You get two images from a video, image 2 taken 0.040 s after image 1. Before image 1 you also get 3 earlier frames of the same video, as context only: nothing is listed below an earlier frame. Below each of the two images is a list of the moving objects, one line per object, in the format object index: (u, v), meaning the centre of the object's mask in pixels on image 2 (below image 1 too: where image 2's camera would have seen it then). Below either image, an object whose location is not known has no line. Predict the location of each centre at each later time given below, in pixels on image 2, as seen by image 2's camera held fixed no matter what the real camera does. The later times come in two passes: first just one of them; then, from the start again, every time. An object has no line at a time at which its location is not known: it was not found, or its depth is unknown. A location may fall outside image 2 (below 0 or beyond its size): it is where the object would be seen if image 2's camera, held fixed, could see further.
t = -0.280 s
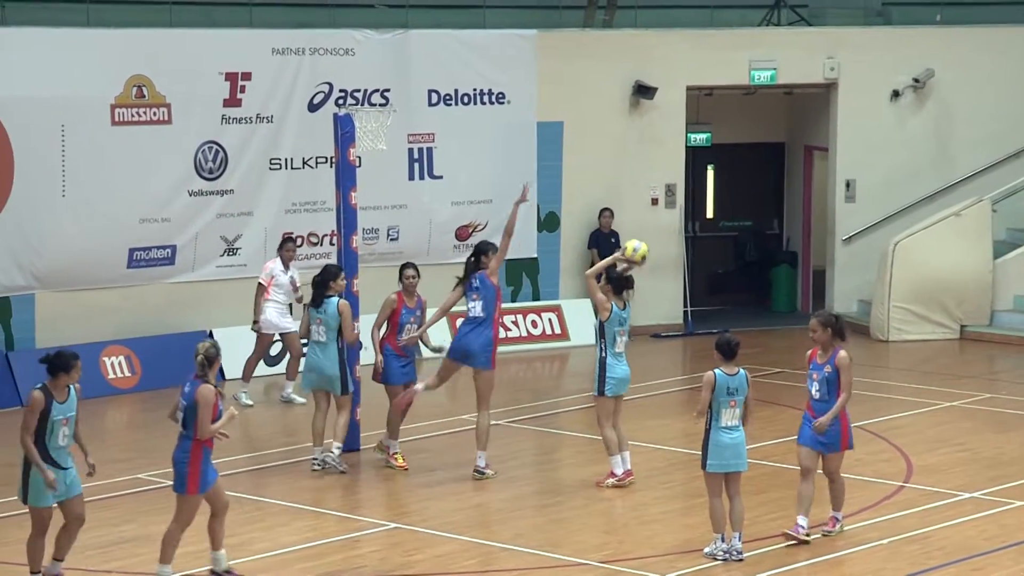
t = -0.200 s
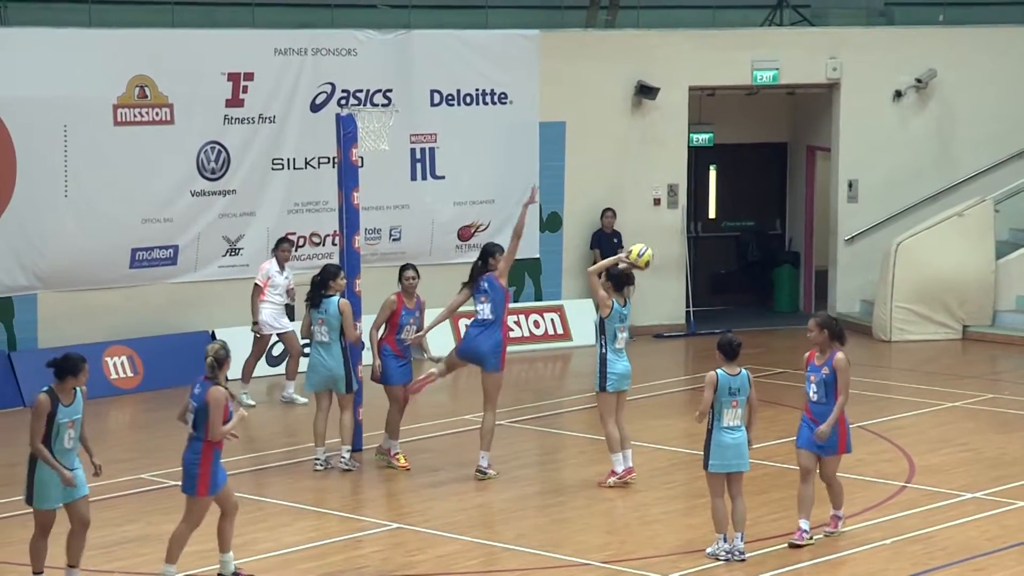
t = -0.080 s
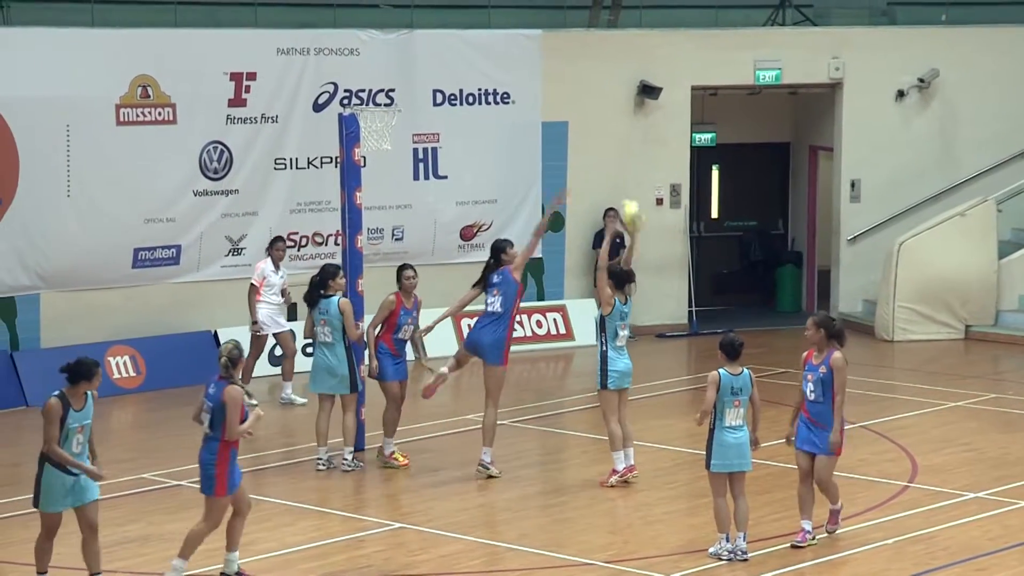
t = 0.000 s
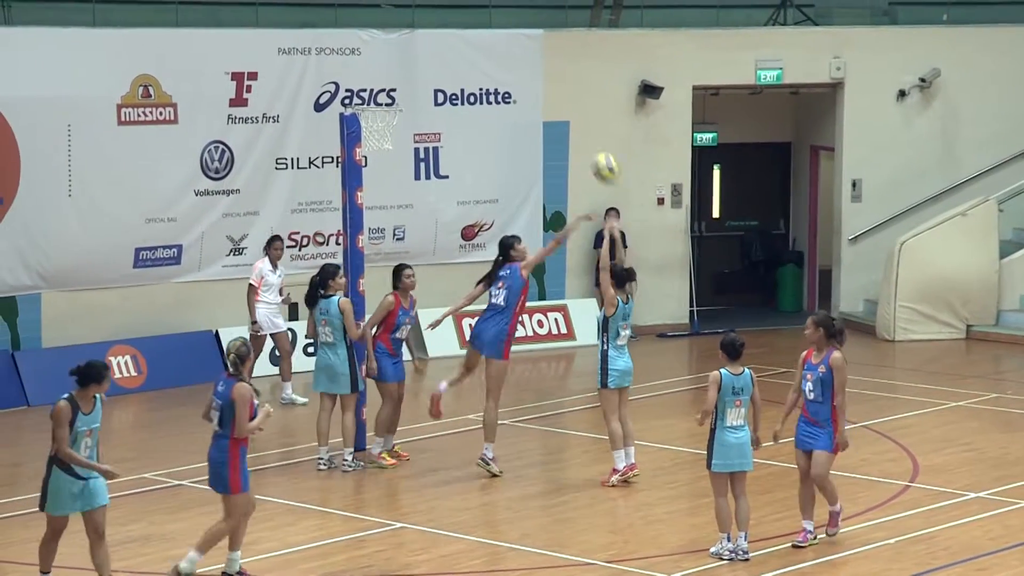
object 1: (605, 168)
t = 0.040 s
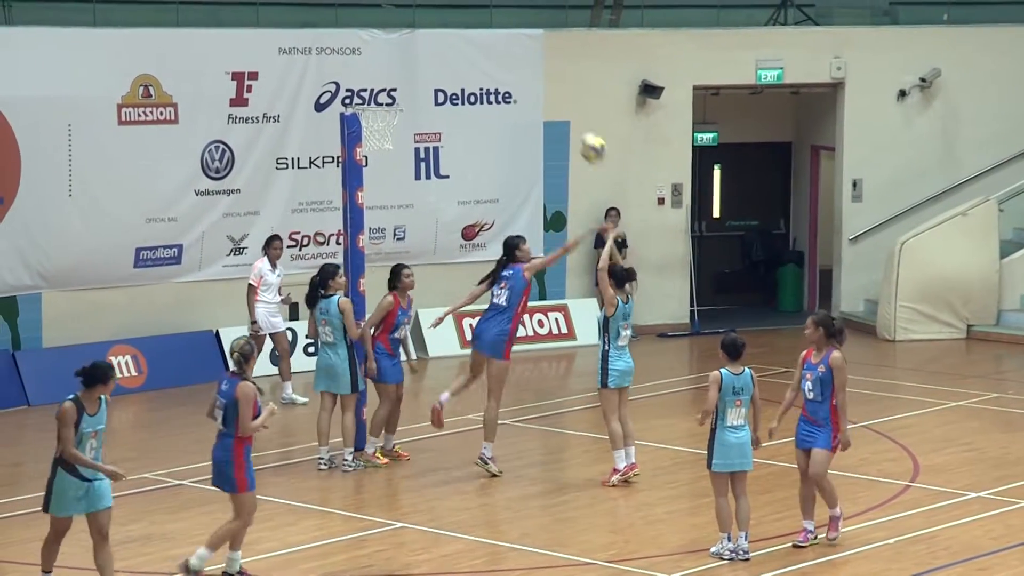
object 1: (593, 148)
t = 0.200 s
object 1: (540, 85)
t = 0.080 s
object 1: (579, 129)
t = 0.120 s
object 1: (566, 112)
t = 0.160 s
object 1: (553, 98)
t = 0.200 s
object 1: (540, 85)
